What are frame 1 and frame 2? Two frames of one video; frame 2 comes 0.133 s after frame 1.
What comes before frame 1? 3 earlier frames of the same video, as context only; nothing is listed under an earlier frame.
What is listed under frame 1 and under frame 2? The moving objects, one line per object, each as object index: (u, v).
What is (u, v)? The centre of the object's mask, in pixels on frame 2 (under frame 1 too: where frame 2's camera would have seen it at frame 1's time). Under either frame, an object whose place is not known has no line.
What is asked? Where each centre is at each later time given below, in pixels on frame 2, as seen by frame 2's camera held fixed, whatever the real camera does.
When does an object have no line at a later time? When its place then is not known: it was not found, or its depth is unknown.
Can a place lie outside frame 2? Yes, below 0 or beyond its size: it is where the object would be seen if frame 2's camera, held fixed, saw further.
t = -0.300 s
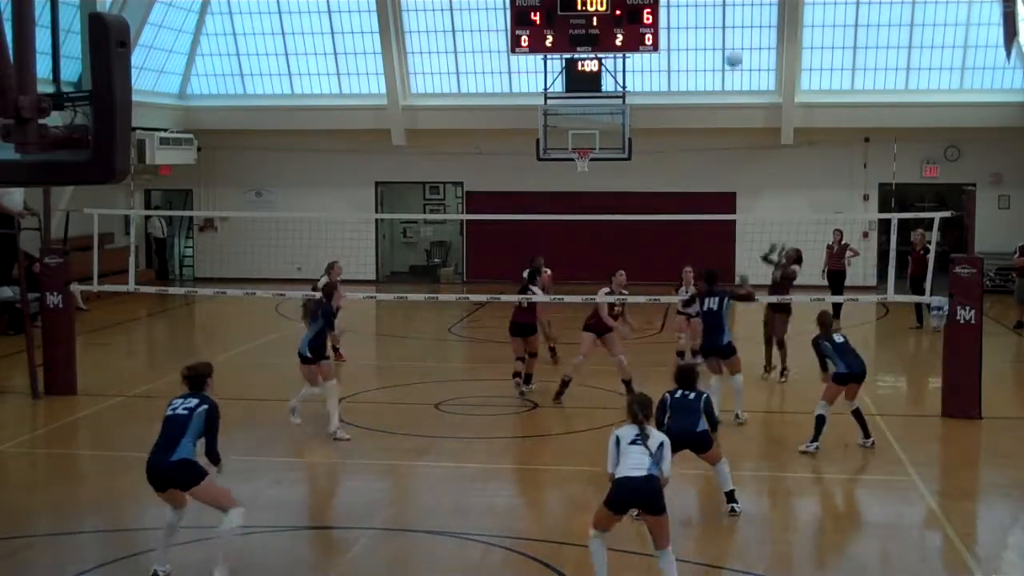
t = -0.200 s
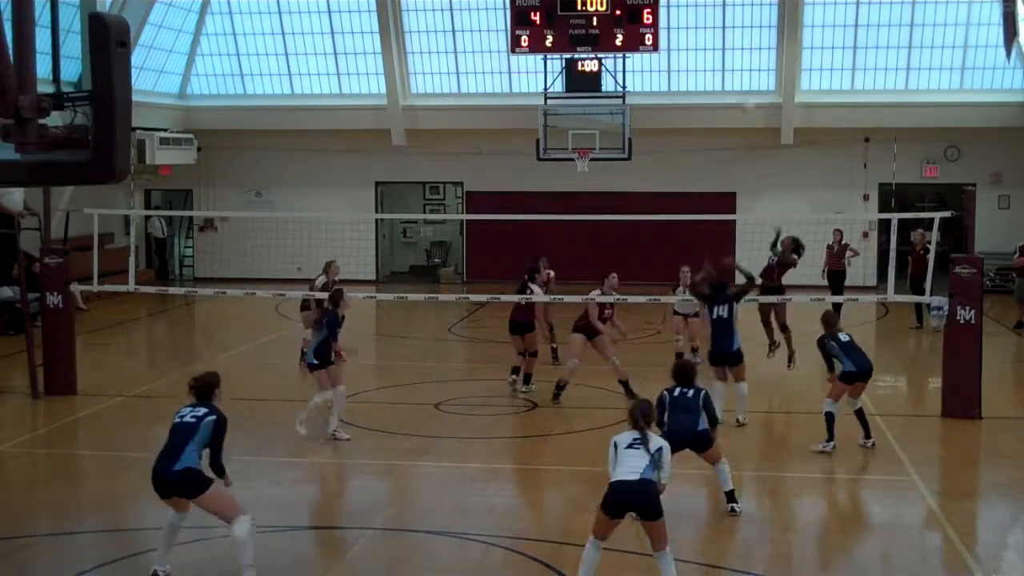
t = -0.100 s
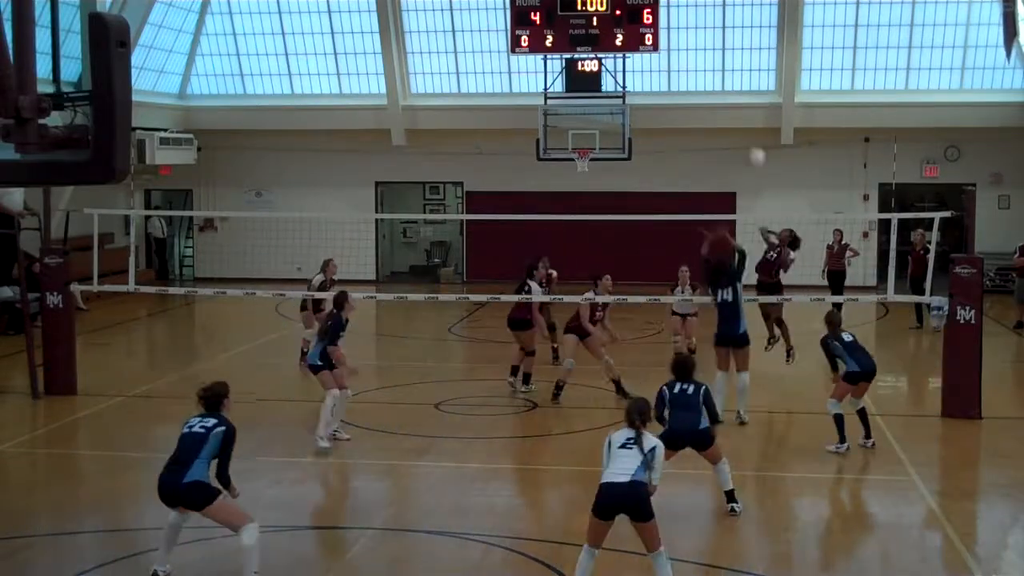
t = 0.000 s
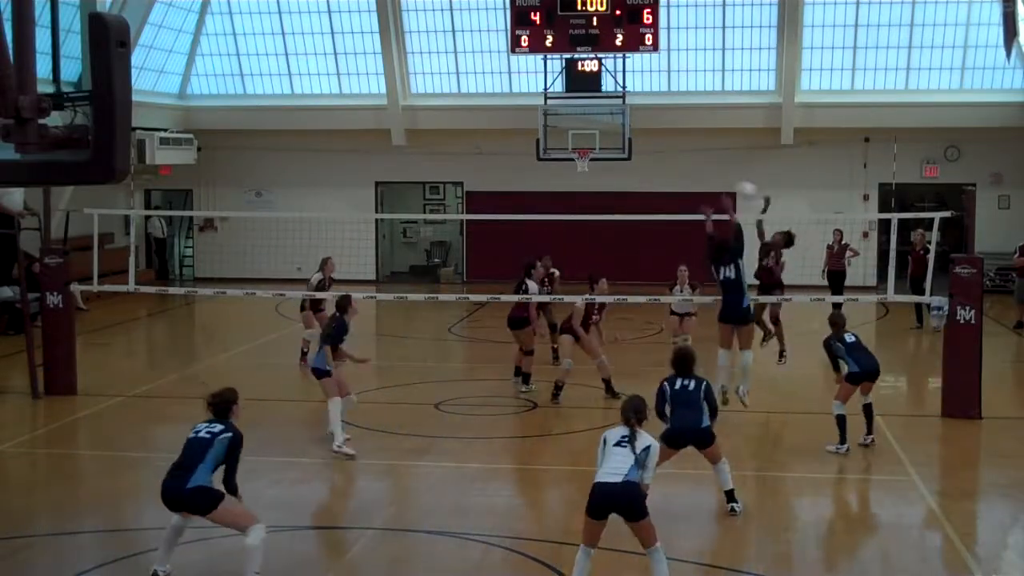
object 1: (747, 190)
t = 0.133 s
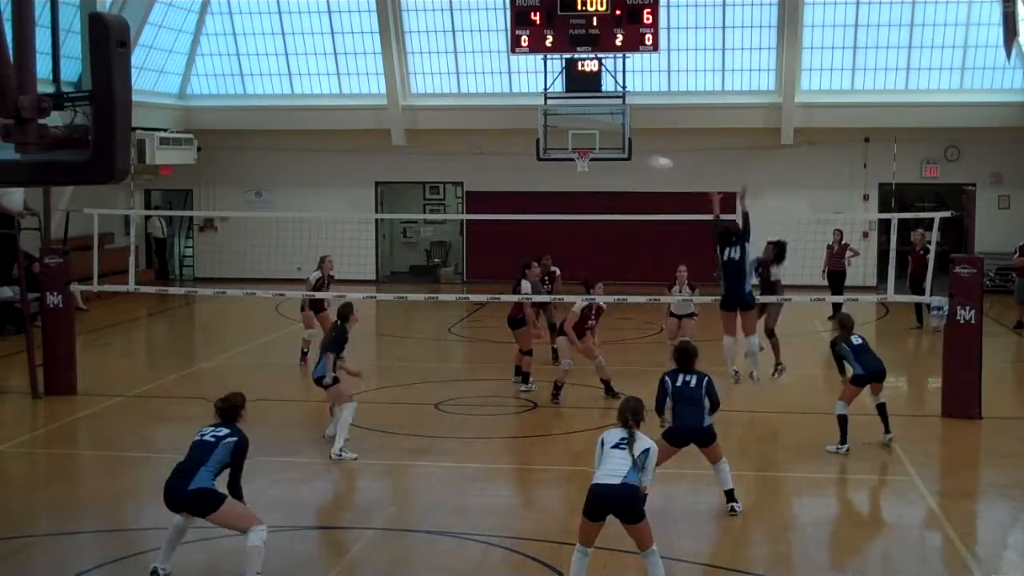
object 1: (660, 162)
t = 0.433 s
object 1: (408, 171)
